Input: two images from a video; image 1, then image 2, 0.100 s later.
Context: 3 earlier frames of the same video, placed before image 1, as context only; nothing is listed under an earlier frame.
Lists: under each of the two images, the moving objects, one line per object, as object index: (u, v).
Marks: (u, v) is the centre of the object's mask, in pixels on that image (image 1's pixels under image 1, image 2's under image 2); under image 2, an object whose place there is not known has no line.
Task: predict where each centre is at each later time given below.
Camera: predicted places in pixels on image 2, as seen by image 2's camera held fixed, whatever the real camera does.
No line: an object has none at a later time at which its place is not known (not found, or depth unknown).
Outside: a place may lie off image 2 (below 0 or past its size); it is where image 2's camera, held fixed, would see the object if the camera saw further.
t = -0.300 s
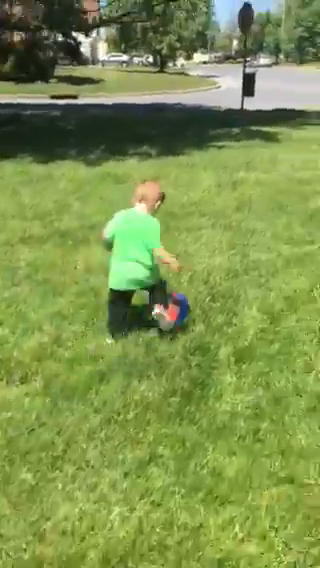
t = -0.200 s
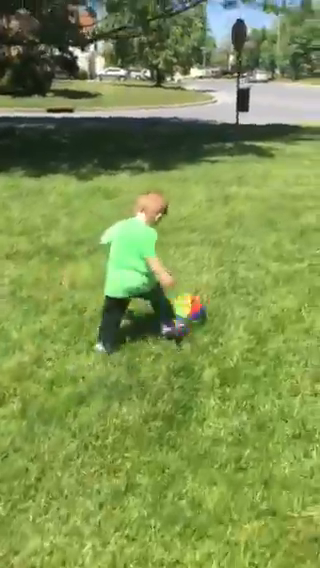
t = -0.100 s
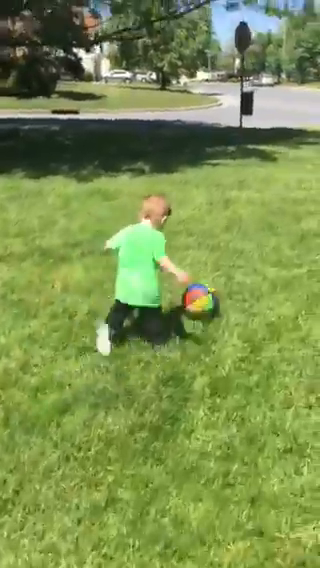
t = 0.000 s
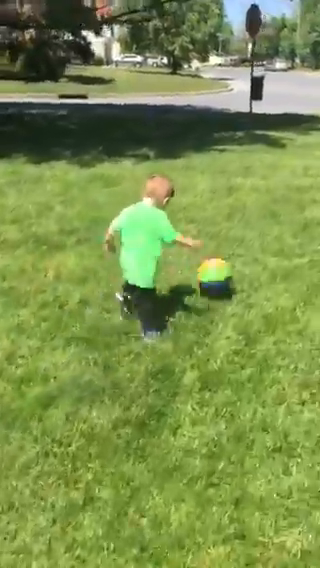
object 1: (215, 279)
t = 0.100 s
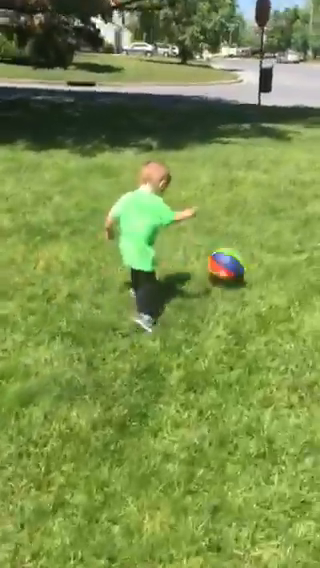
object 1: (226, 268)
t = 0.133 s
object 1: (231, 266)
